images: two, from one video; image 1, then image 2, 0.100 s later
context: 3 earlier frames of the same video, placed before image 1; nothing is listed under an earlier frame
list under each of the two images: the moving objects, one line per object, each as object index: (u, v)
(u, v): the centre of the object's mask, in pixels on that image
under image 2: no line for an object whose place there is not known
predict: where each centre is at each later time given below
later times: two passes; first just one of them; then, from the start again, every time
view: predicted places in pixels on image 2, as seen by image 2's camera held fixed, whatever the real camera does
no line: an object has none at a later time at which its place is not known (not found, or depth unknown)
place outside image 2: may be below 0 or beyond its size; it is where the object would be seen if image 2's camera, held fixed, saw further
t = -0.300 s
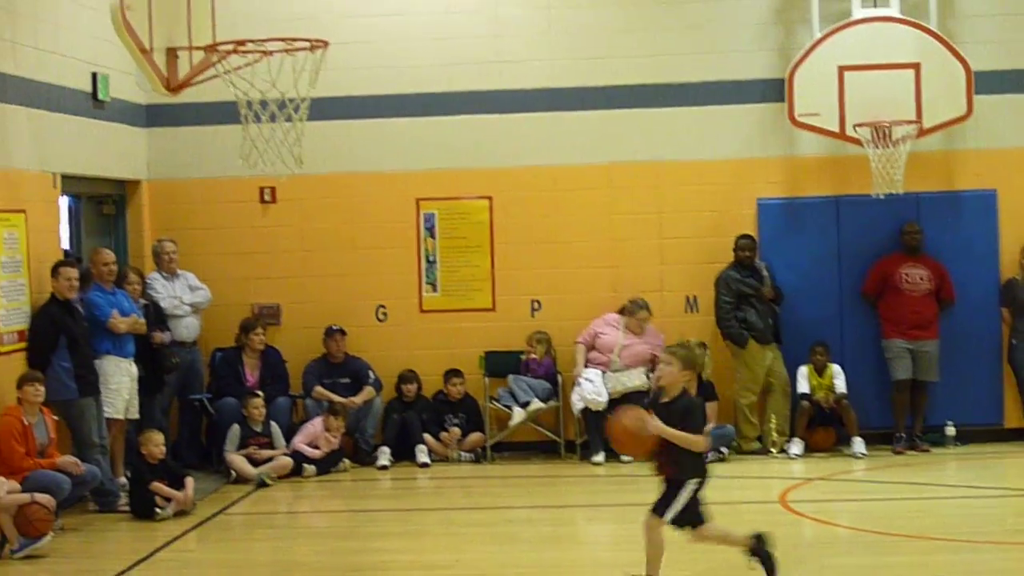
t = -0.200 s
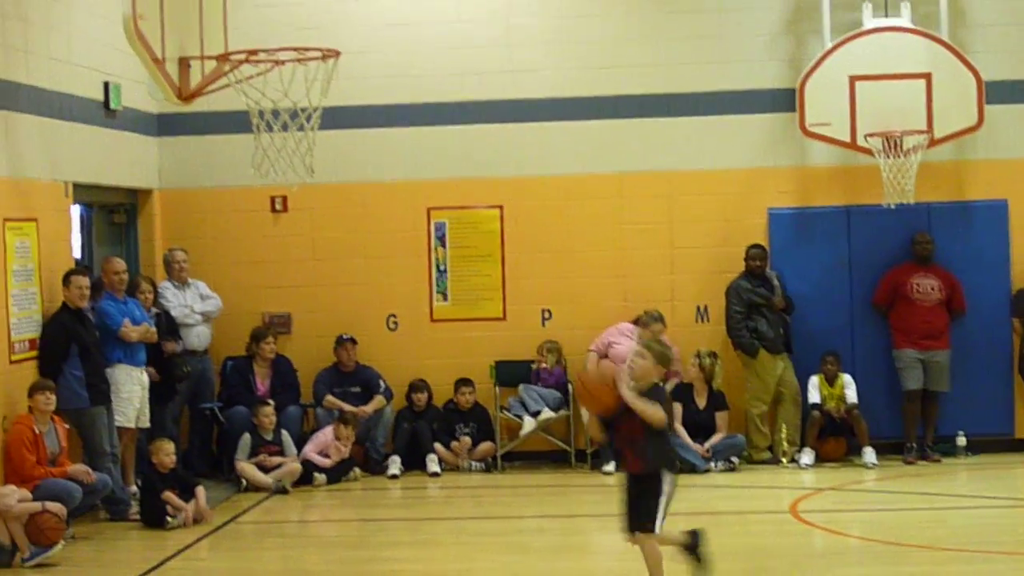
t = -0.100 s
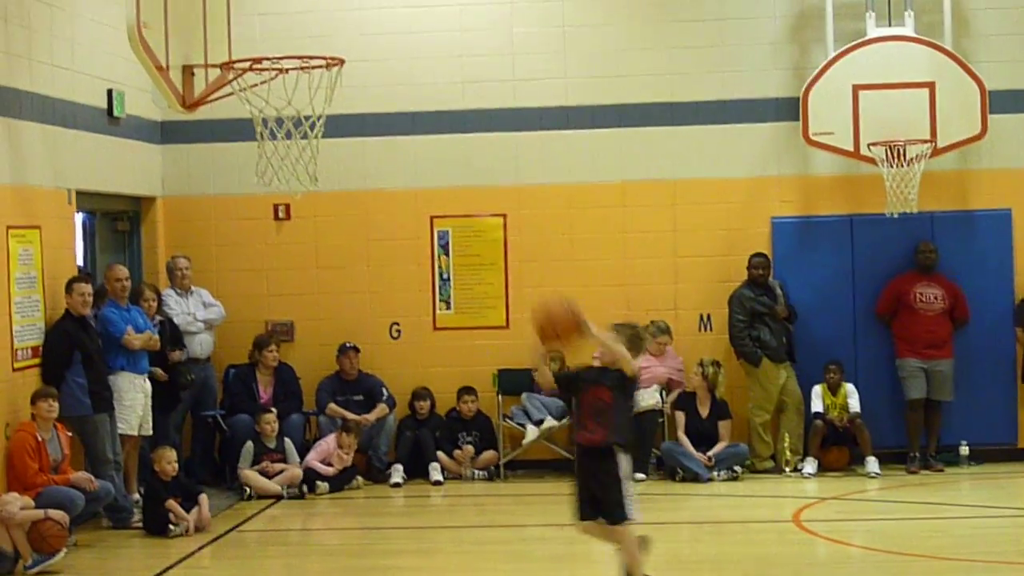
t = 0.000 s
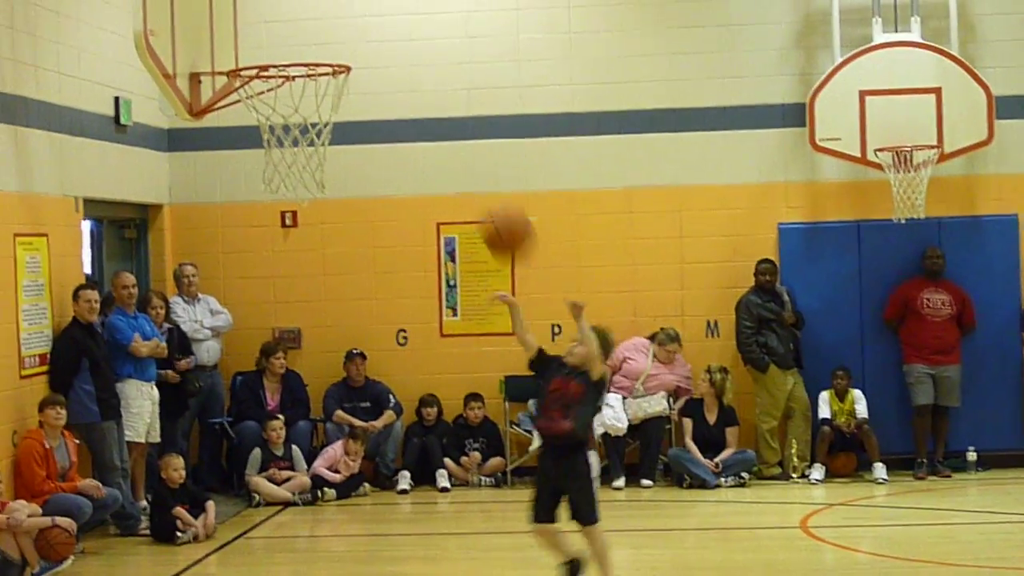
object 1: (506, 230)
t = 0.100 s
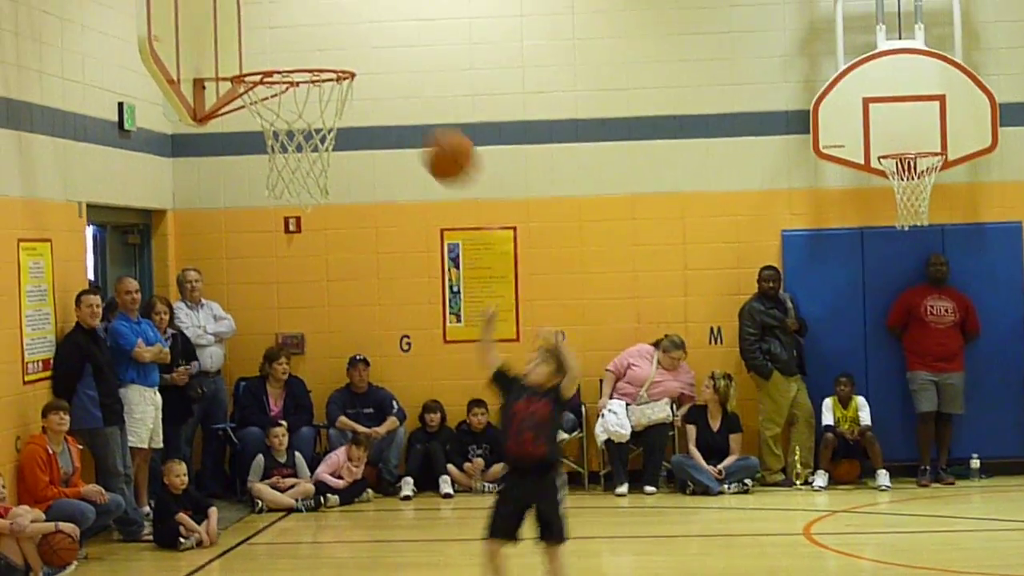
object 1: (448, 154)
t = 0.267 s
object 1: (343, 63)
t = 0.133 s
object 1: (429, 133)
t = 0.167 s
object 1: (408, 113)
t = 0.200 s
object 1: (385, 94)
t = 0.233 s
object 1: (367, 77)
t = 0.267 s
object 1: (343, 63)
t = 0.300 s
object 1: (320, 48)
